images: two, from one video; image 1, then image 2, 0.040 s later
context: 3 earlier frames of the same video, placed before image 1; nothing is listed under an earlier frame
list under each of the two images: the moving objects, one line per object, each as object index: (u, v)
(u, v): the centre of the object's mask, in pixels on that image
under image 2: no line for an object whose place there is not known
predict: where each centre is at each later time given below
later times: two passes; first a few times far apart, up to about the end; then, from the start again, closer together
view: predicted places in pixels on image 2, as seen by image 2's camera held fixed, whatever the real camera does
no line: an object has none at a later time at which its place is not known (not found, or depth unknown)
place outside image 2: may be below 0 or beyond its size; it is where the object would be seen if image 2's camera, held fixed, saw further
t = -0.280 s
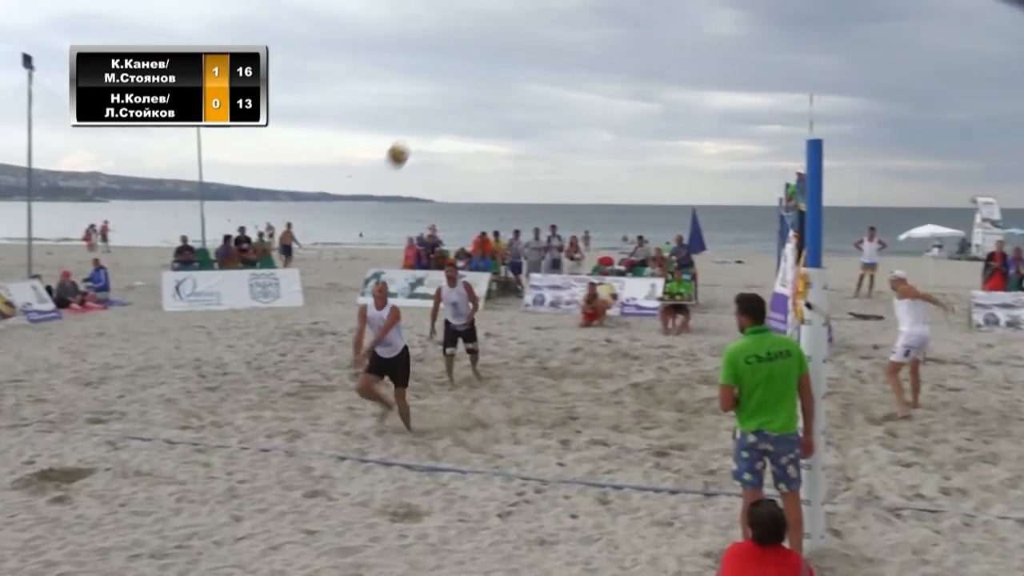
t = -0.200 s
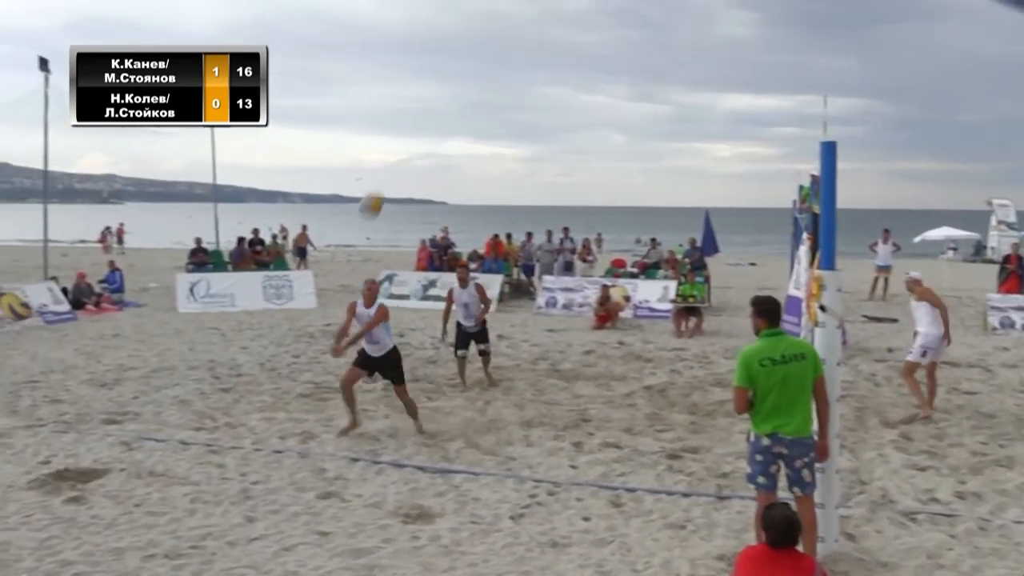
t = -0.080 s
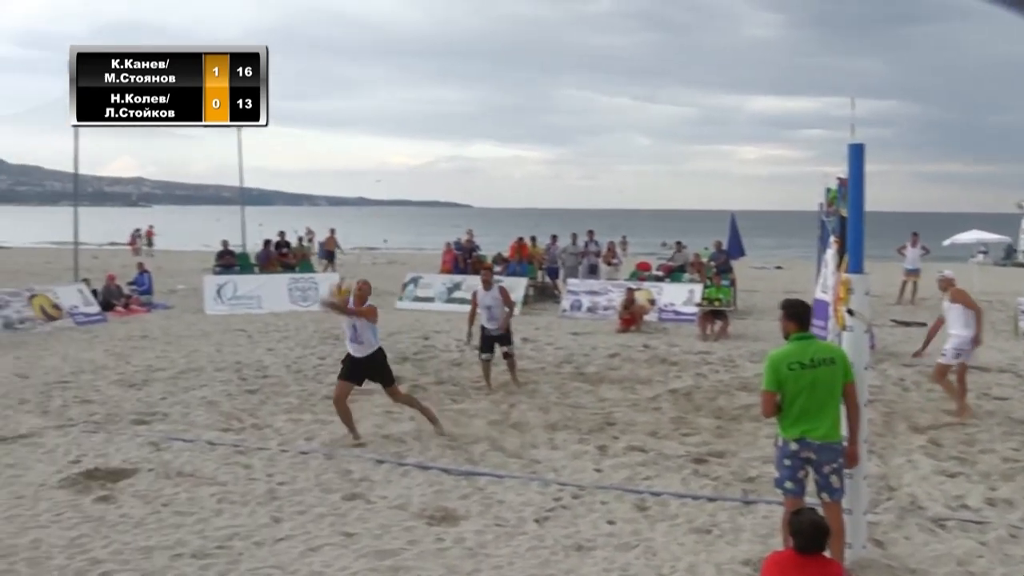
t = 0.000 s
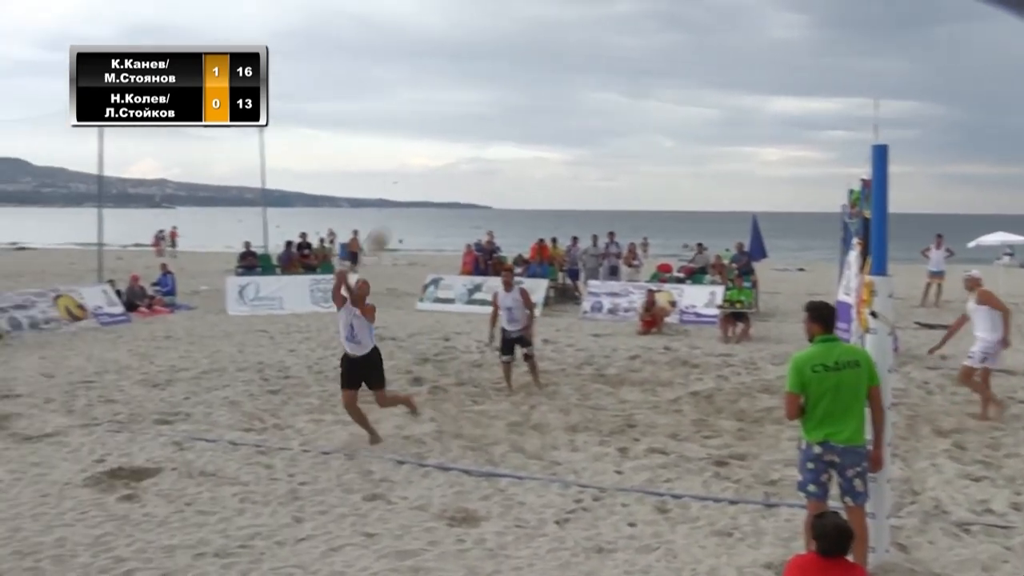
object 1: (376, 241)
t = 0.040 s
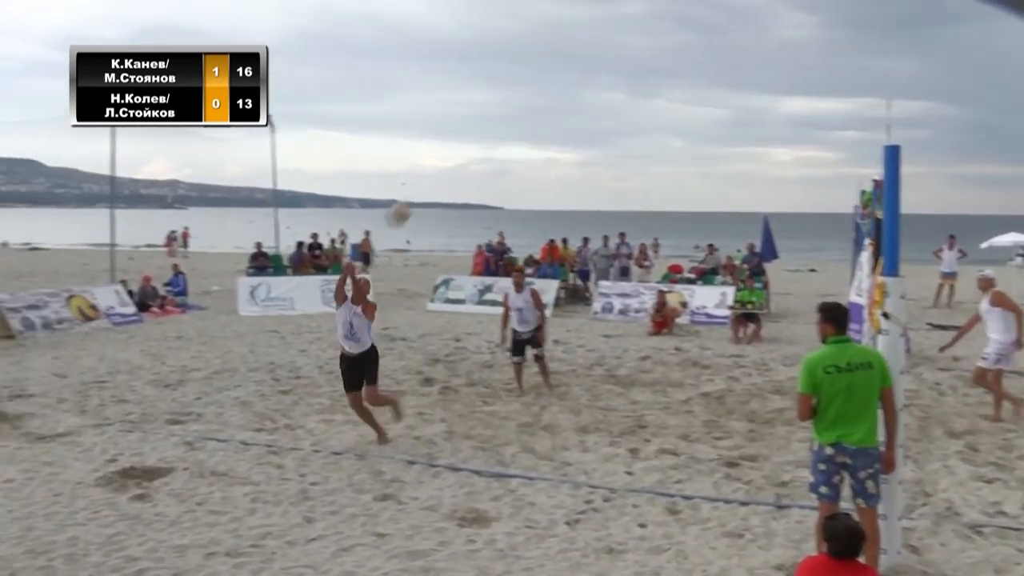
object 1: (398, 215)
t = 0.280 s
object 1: (469, 81)
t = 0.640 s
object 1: (562, 2)
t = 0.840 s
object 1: (609, 15)
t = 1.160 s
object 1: (673, 109)
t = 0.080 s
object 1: (412, 186)
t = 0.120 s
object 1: (422, 163)
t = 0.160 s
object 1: (435, 138)
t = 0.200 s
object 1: (446, 119)
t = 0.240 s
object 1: (458, 99)
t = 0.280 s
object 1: (469, 81)
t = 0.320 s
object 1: (480, 66)
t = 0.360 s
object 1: (492, 52)
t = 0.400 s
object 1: (502, 40)
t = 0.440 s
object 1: (512, 30)
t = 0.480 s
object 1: (523, 22)
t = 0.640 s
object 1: (562, 2)
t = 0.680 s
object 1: (572, 2)
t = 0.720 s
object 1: (582, 3)
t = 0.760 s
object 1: (591, 6)
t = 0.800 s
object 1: (600, 10)
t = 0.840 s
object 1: (609, 15)
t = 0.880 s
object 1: (618, 22)
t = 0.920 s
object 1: (627, 30)
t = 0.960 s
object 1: (636, 41)
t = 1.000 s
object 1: (644, 52)
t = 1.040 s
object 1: (652, 65)
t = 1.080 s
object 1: (659, 78)
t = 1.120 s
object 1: (667, 93)
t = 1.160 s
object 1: (673, 109)
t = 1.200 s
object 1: (680, 127)
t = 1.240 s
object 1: (684, 146)
